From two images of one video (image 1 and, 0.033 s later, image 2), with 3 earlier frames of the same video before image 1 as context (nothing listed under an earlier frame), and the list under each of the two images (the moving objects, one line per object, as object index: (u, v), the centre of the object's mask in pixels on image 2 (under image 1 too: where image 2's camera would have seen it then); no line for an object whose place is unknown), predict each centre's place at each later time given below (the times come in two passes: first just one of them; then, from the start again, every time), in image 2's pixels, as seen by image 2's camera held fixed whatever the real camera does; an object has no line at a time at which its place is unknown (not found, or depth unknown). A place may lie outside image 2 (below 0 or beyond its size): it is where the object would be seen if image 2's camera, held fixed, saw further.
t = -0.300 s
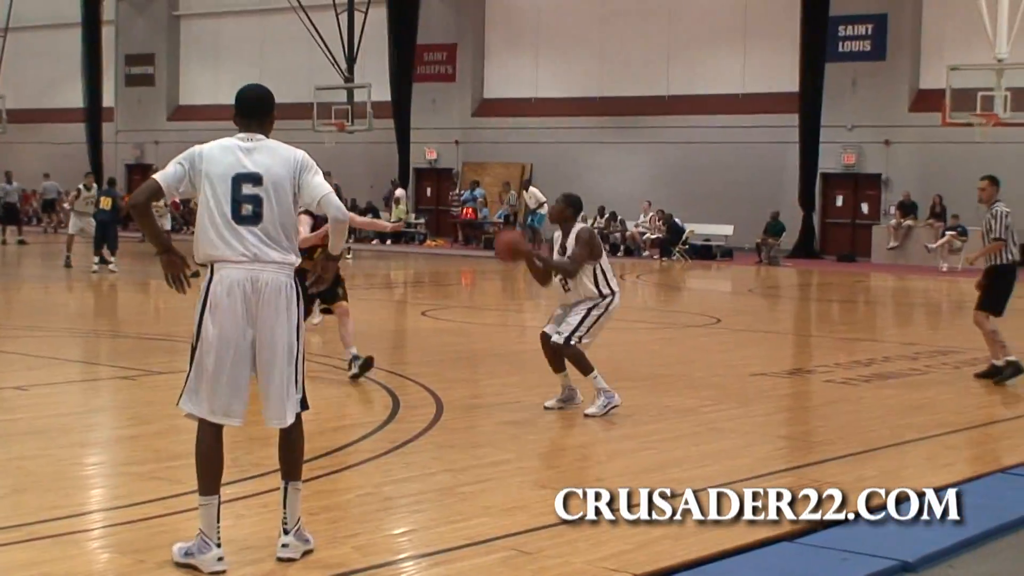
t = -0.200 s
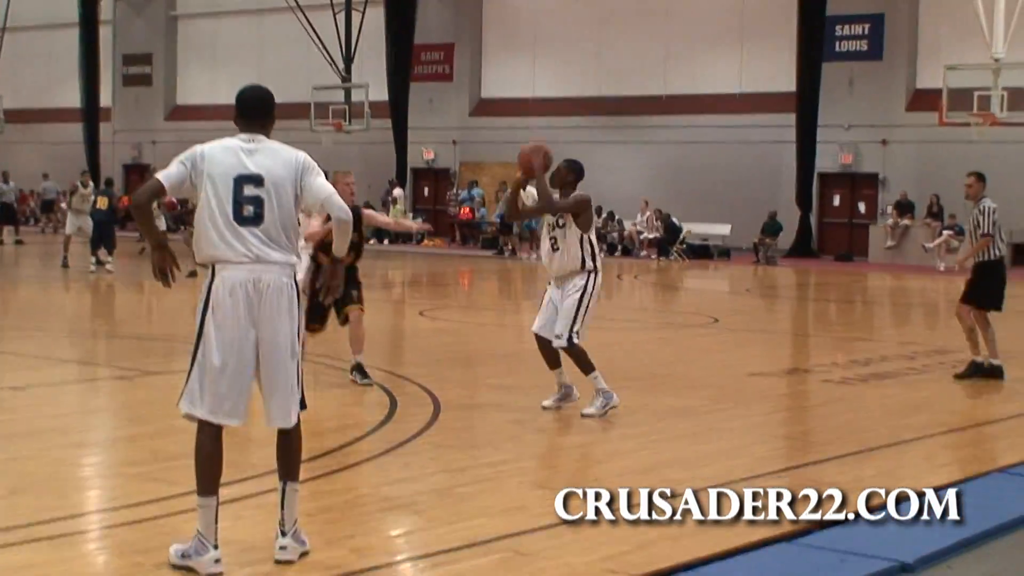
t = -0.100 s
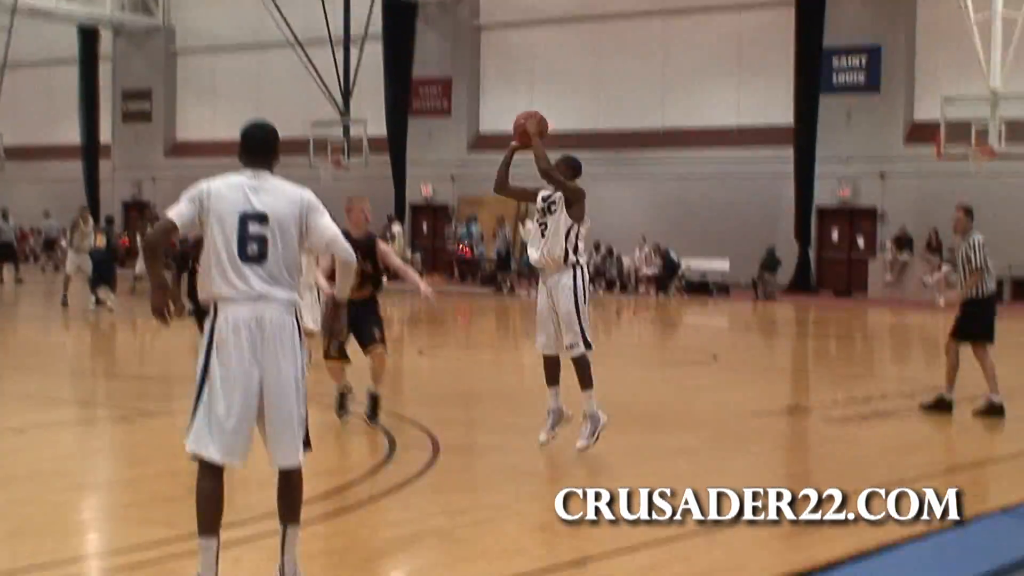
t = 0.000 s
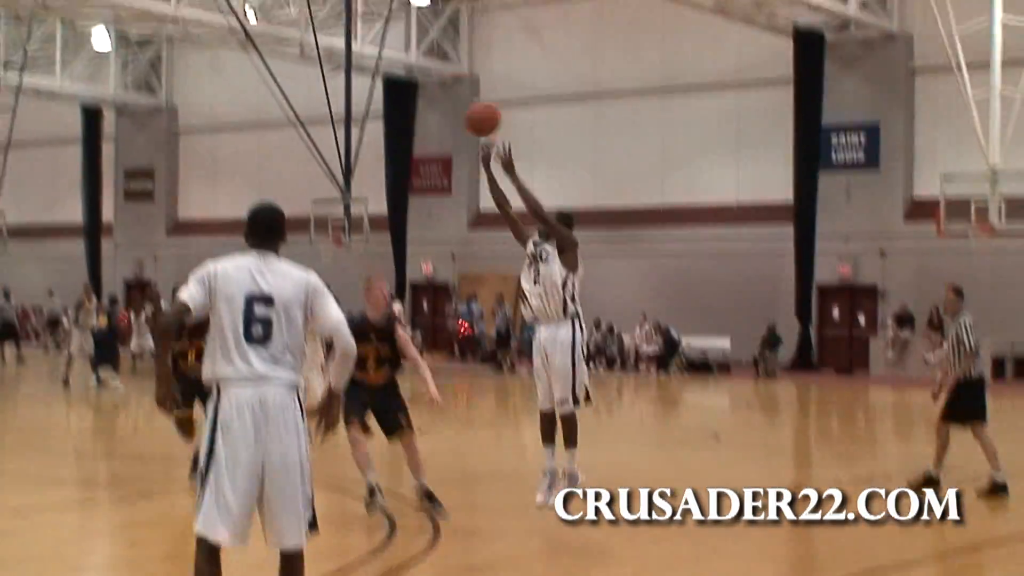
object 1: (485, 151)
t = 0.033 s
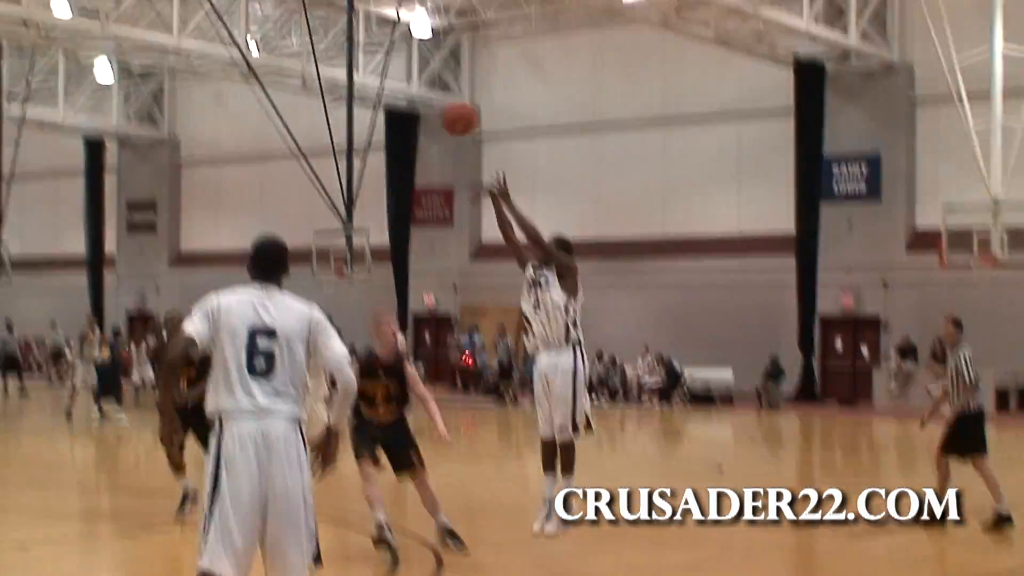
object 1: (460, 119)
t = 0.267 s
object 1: (273, -61)
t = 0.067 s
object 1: (432, 88)
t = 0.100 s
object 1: (405, 60)
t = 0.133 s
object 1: (379, 33)
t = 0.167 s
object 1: (352, 8)
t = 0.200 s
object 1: (326, -17)
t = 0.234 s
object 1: (299, -40)
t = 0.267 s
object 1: (273, -61)
